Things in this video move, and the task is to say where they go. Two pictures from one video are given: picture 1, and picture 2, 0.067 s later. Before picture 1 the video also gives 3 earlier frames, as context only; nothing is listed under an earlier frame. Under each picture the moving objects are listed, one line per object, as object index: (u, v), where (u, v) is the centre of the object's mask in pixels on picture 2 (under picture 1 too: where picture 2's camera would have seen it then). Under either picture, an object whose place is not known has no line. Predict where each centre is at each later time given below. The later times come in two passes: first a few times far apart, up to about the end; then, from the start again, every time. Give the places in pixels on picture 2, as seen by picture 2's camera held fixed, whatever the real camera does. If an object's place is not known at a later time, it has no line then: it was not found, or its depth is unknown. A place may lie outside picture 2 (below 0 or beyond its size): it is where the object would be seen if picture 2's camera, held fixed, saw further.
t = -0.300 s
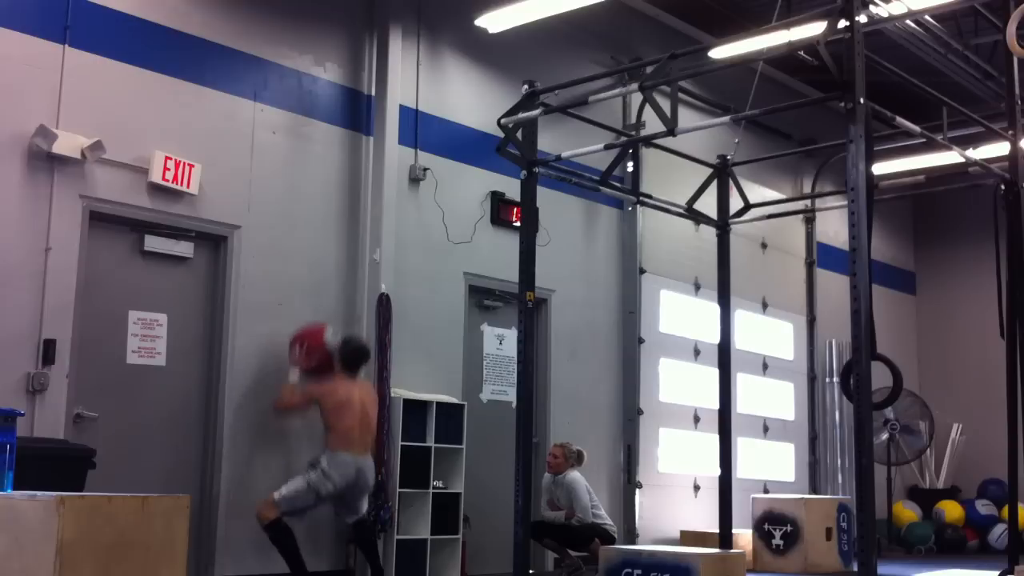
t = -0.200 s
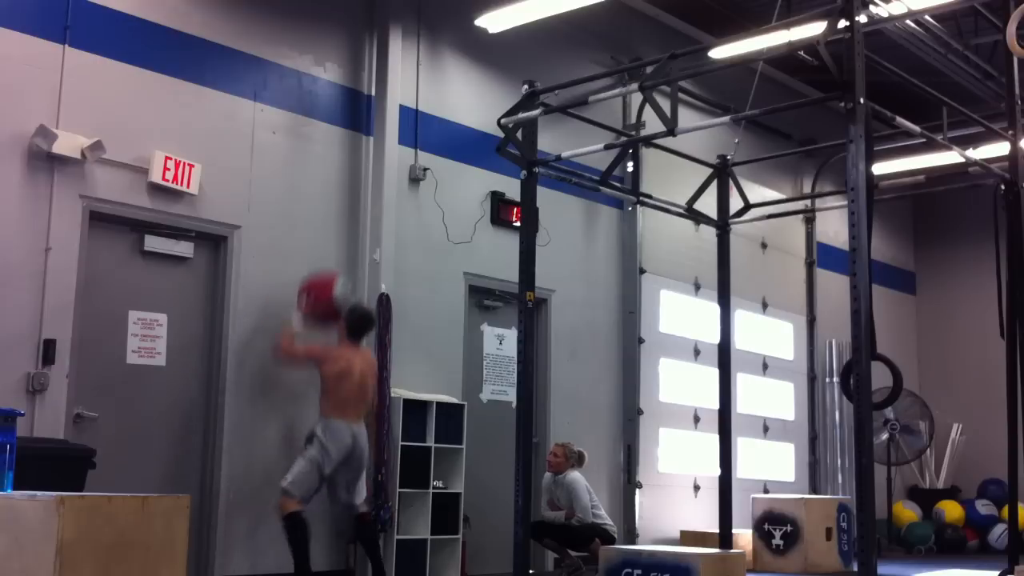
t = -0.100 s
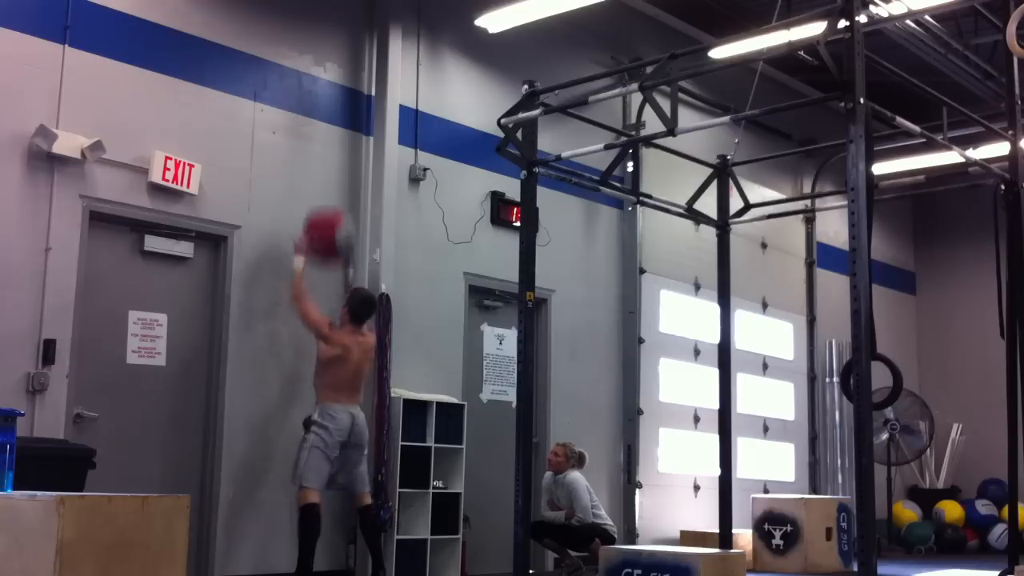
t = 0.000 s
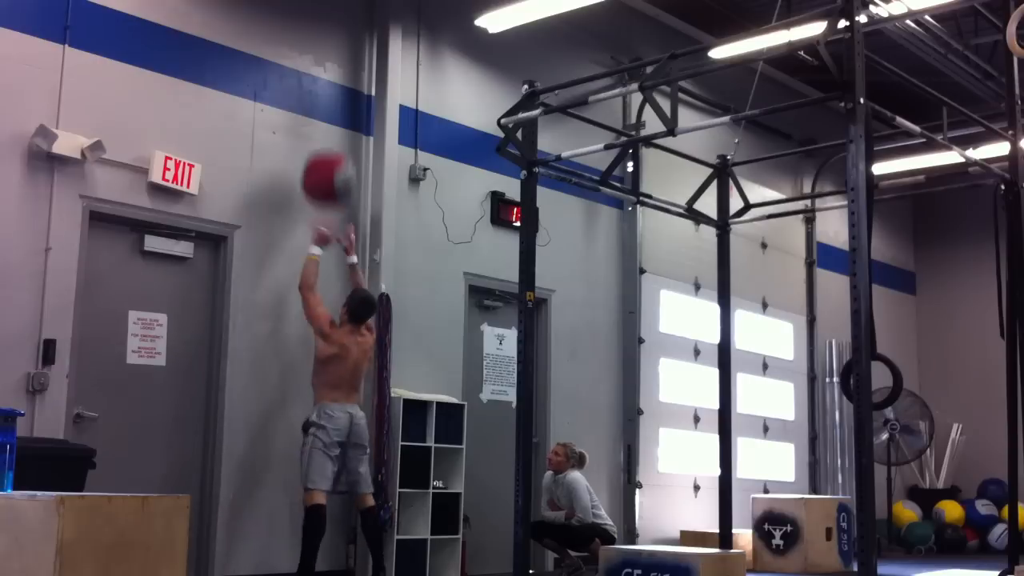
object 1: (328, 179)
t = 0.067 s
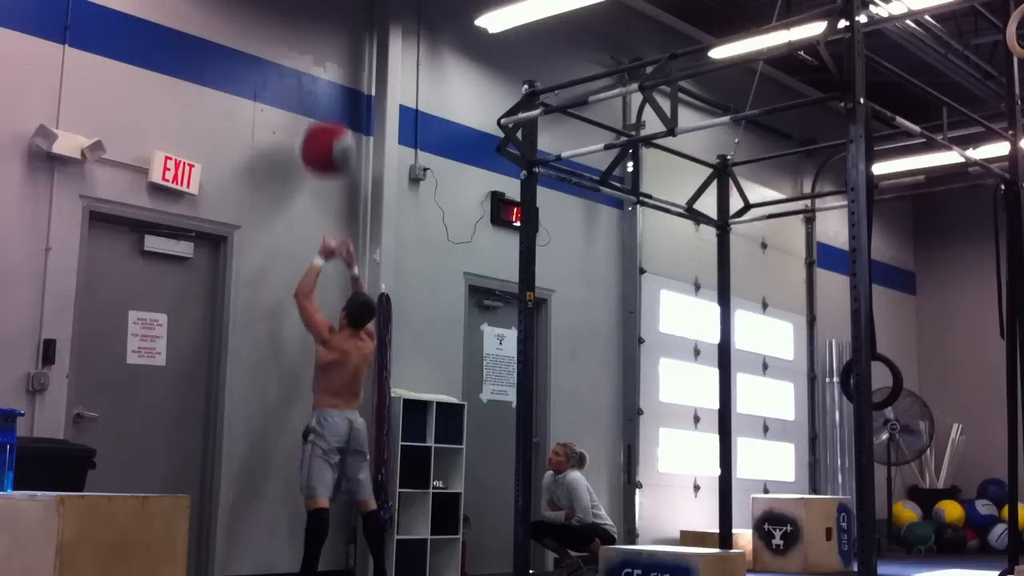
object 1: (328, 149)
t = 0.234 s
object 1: (326, 102)
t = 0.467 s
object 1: (320, 101)
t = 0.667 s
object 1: (321, 151)
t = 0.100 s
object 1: (328, 136)
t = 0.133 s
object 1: (328, 125)
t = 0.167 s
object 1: (327, 116)
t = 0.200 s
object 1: (326, 108)
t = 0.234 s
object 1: (326, 102)
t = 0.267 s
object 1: (325, 97)
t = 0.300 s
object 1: (324, 93)
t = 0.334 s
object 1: (323, 92)
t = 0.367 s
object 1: (322, 92)
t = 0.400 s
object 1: (321, 93)
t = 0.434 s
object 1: (320, 97)
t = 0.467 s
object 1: (320, 101)
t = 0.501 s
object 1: (320, 105)
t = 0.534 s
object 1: (320, 111)
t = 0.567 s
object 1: (321, 118)
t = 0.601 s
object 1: (321, 128)
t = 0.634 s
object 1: (321, 139)
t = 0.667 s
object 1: (321, 151)
